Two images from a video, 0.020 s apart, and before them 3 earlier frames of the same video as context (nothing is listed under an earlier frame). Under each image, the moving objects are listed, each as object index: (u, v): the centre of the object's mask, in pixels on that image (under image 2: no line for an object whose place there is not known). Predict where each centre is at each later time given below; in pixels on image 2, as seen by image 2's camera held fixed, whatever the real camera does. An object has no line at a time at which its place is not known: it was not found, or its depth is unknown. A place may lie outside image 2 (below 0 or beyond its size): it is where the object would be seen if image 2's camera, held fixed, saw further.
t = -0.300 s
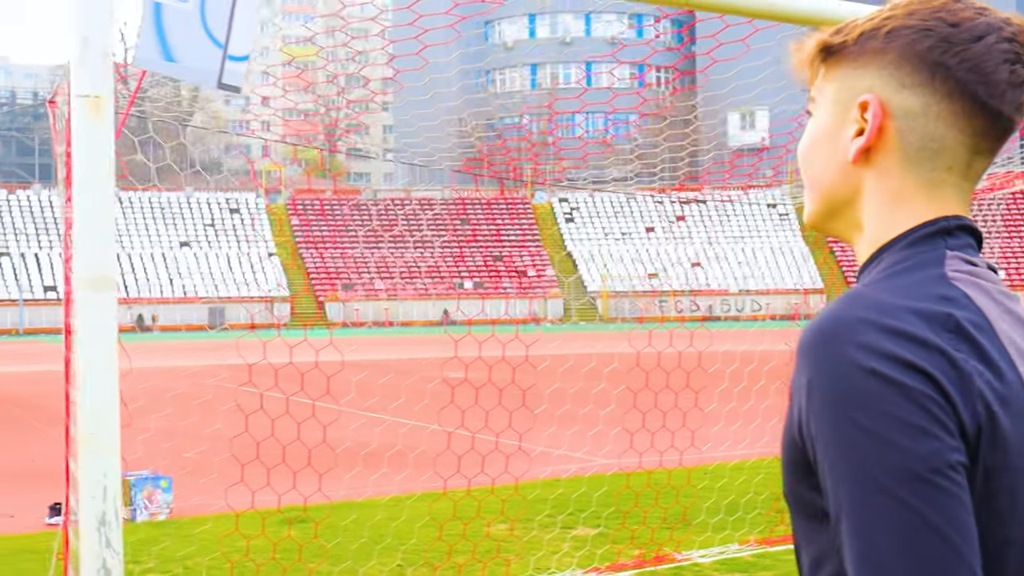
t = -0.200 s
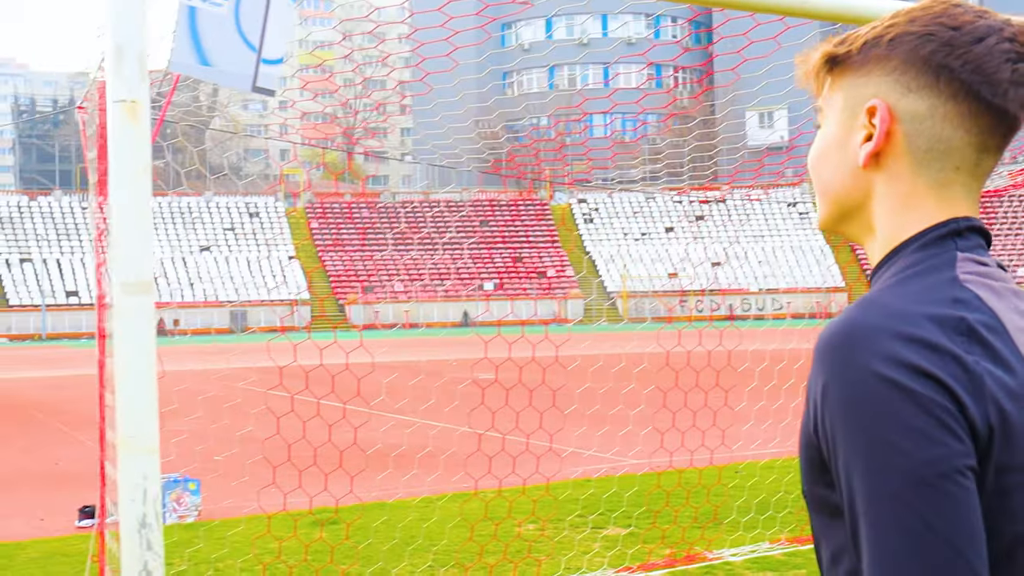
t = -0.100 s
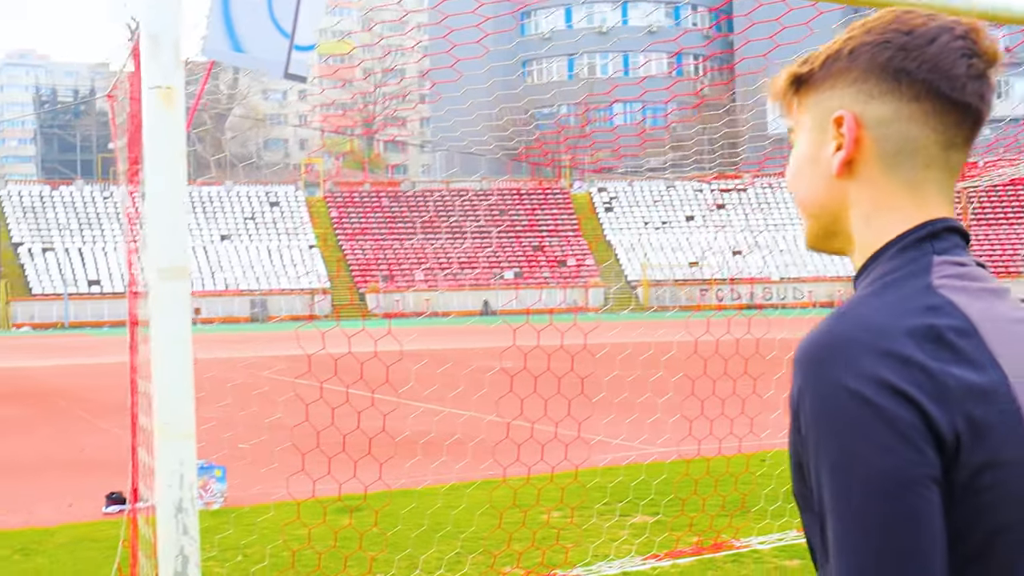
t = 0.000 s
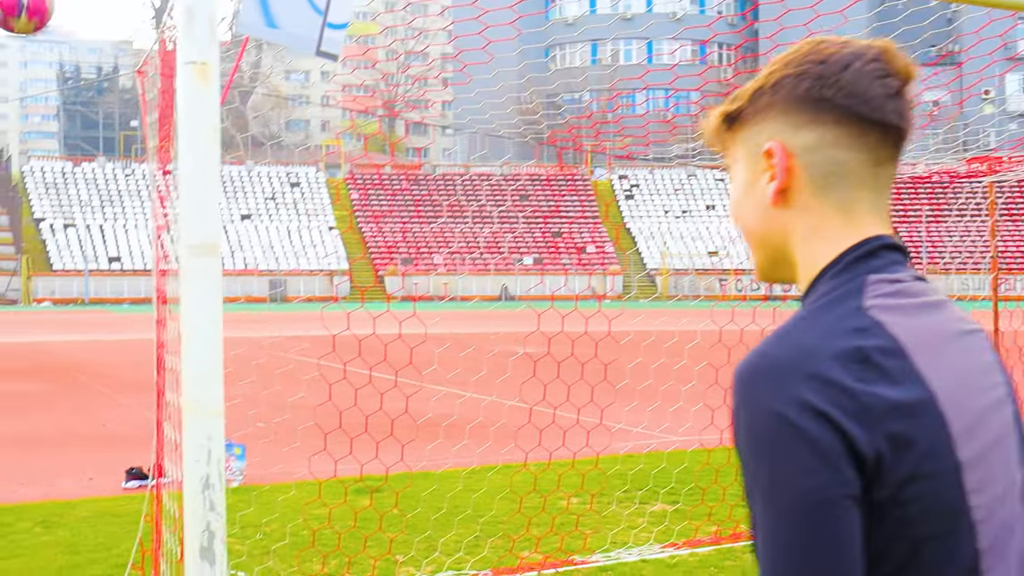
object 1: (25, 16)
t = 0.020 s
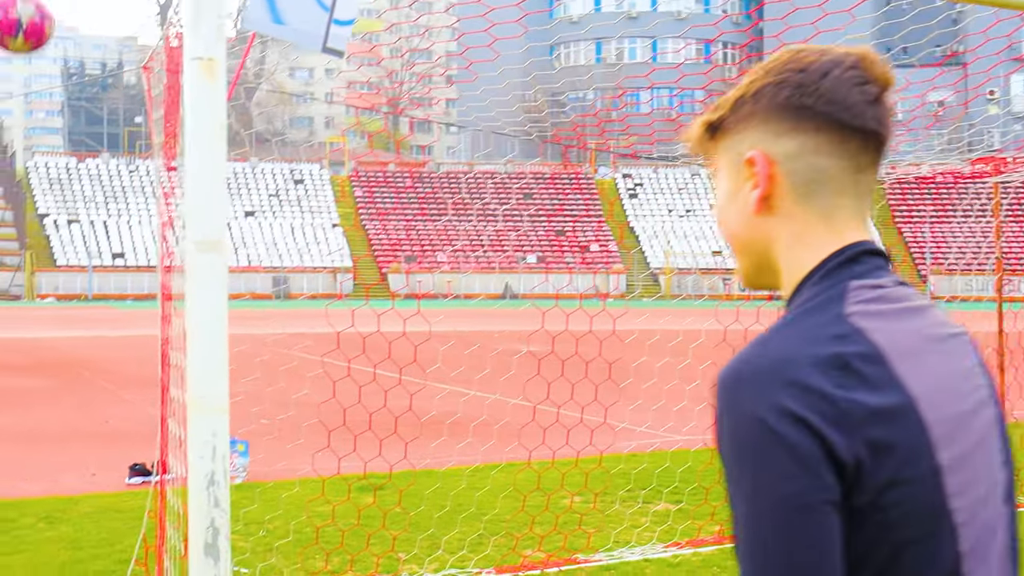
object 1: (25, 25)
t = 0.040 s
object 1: (18, 47)
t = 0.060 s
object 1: (12, 71)
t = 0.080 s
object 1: (7, 93)
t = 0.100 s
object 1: (2, 121)
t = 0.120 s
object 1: (-2, 145)
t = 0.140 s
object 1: (-8, 171)
